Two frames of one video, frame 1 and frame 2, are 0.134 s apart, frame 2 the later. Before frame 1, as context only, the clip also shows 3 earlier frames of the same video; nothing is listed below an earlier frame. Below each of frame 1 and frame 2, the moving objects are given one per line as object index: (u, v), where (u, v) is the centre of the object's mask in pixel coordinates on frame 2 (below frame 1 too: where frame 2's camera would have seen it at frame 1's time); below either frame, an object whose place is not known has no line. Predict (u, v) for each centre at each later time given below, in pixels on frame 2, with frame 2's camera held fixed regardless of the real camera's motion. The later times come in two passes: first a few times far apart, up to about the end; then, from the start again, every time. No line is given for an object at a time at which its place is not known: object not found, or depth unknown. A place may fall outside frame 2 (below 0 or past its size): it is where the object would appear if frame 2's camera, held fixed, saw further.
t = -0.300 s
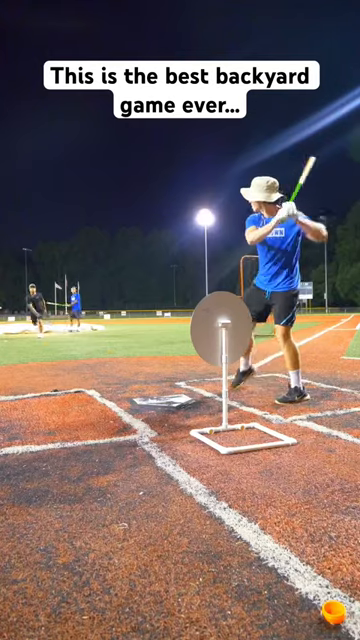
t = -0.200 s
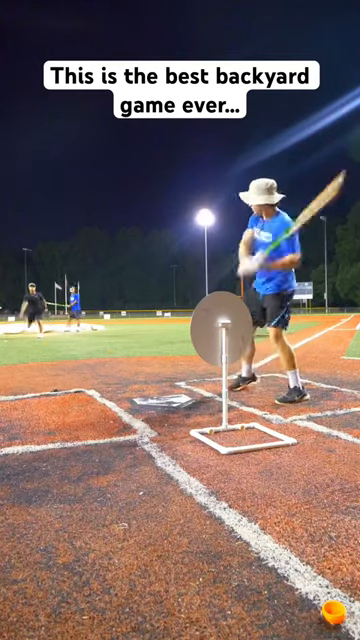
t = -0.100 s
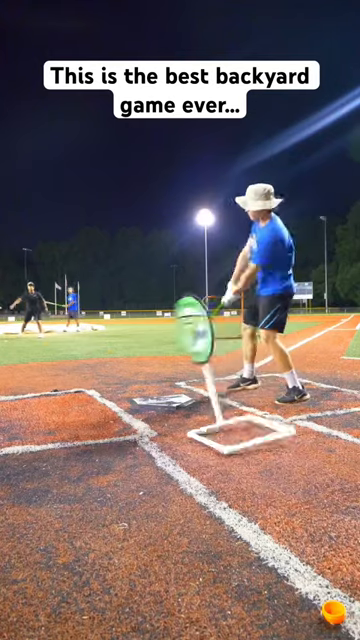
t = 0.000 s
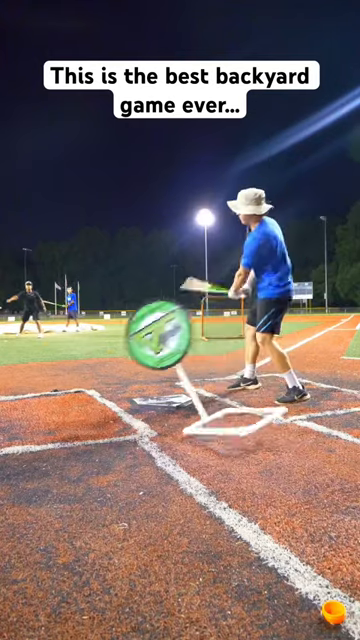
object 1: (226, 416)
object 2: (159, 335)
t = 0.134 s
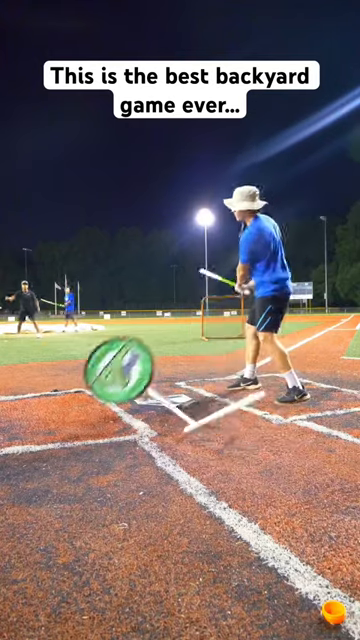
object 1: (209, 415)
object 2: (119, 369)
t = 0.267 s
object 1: (197, 401)
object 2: (100, 395)
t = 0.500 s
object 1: (179, 395)
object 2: (95, 412)
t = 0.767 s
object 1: (178, 397)
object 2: (96, 411)
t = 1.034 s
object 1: (176, 398)
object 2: (96, 411)
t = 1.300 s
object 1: (176, 398)
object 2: (96, 411)
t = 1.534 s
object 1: (176, 398)
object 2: (96, 411)
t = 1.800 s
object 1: (176, 398)
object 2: (96, 411)
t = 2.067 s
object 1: (176, 398)
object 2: (96, 411)
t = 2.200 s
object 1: (176, 398)
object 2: (96, 411)
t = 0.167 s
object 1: (210, 410)
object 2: (111, 383)
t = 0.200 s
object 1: (218, 405)
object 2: (104, 398)
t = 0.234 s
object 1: (198, 408)
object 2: (102, 397)
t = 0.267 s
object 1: (197, 401)
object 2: (100, 395)
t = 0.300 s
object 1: (194, 399)
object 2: (98, 395)
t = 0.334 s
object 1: (191, 399)
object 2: (96, 396)
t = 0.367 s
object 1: (189, 398)
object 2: (95, 398)
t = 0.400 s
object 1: (186, 397)
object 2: (95, 402)
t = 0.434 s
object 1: (183, 397)
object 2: (95, 405)
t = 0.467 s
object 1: (179, 397)
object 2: (95, 409)
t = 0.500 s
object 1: (179, 395)
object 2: (95, 412)
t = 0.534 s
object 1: (178, 395)
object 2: (95, 411)
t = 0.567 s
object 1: (178, 396)
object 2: (96, 410)
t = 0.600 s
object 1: (178, 397)
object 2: (96, 411)
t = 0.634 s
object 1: (178, 398)
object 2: (96, 411)
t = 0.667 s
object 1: (177, 397)
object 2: (96, 411)
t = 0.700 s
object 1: (177, 397)
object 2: (96, 411)
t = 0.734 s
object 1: (177, 397)
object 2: (96, 411)
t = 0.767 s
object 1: (178, 397)
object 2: (96, 411)
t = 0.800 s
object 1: (178, 397)
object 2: (96, 411)
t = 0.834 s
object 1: (177, 397)
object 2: (96, 411)
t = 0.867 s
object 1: (176, 398)
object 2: (96, 411)
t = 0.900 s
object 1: (176, 398)
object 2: (96, 411)
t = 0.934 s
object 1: (176, 398)
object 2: (96, 411)
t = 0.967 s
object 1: (176, 398)
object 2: (96, 411)
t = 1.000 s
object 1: (176, 398)
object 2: (96, 411)
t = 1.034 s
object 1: (176, 398)
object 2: (96, 411)
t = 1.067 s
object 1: (176, 398)
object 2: (96, 411)
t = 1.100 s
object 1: (176, 398)
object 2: (96, 411)
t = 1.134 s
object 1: (176, 398)
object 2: (96, 411)
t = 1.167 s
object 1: (176, 398)
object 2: (96, 411)
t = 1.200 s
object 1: (176, 398)
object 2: (96, 411)
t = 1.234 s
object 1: (176, 398)
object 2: (96, 411)
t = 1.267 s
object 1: (176, 398)
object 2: (96, 411)
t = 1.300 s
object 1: (176, 398)
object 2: (96, 411)
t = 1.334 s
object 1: (176, 398)
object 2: (96, 411)
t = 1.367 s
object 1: (176, 398)
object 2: (96, 411)
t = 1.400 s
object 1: (176, 398)
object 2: (96, 411)
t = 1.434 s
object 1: (176, 398)
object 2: (96, 411)
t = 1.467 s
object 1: (176, 398)
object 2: (96, 411)
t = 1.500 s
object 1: (176, 398)
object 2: (96, 411)
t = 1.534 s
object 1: (176, 398)
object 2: (96, 411)
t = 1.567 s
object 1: (176, 398)
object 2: (96, 411)
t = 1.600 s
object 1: (176, 398)
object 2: (96, 411)
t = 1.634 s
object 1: (176, 398)
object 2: (96, 411)
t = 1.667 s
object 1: (176, 398)
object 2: (96, 411)
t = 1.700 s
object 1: (176, 398)
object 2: (96, 411)
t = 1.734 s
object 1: (176, 398)
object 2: (96, 411)
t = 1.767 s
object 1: (176, 398)
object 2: (96, 411)
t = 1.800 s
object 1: (176, 398)
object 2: (96, 411)
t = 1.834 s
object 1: (176, 398)
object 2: (96, 411)
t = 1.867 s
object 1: (176, 398)
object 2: (96, 411)
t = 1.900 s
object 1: (176, 398)
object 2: (96, 411)
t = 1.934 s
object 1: (176, 398)
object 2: (96, 411)
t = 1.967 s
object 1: (176, 398)
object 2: (96, 411)
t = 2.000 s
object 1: (176, 398)
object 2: (96, 411)
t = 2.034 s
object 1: (176, 398)
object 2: (96, 411)
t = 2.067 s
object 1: (176, 398)
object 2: (96, 411)
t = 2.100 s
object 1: (176, 398)
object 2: (96, 411)
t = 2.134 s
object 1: (176, 398)
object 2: (96, 411)
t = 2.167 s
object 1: (176, 398)
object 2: (96, 411)
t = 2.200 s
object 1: (176, 398)
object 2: (96, 411)
